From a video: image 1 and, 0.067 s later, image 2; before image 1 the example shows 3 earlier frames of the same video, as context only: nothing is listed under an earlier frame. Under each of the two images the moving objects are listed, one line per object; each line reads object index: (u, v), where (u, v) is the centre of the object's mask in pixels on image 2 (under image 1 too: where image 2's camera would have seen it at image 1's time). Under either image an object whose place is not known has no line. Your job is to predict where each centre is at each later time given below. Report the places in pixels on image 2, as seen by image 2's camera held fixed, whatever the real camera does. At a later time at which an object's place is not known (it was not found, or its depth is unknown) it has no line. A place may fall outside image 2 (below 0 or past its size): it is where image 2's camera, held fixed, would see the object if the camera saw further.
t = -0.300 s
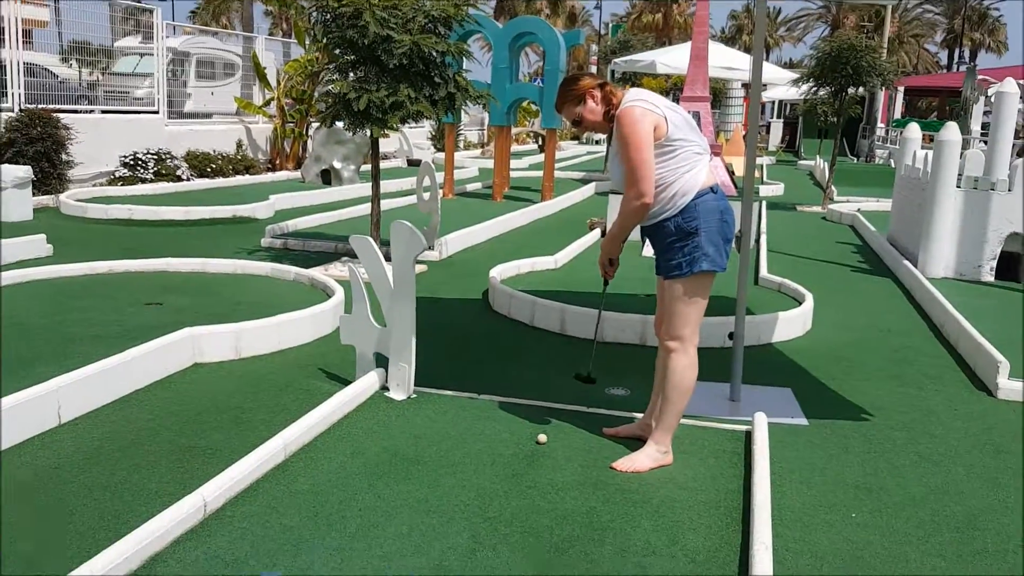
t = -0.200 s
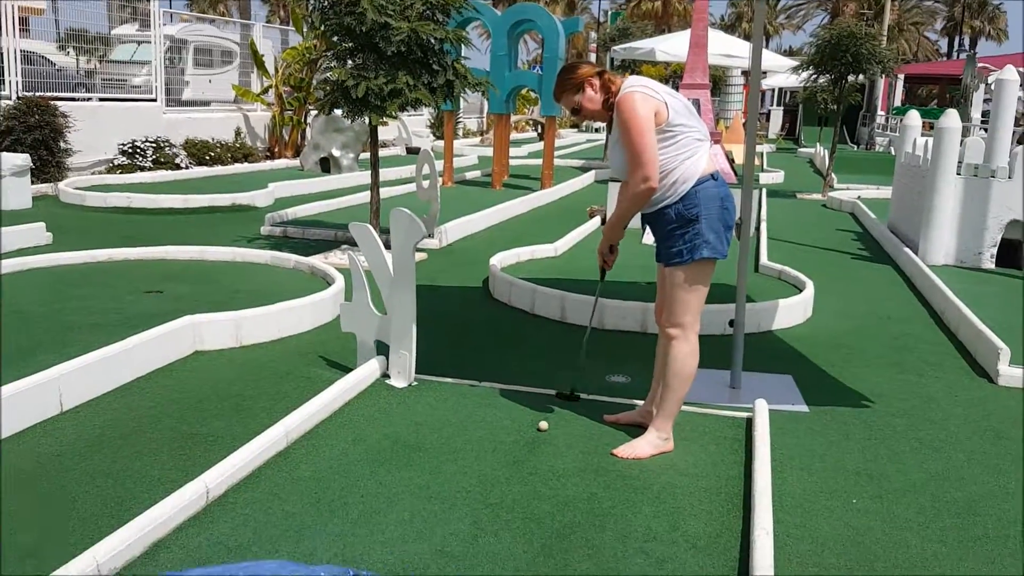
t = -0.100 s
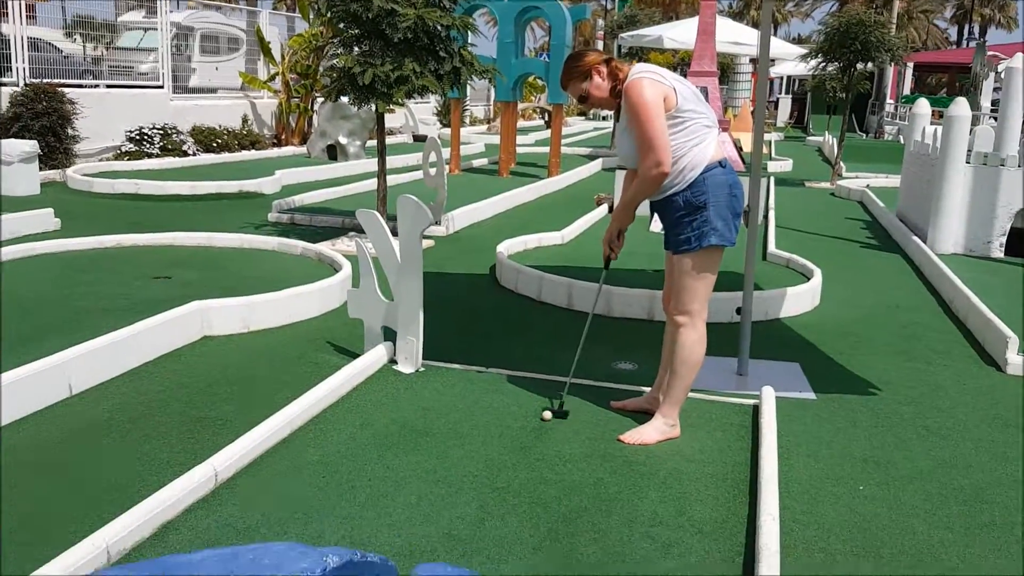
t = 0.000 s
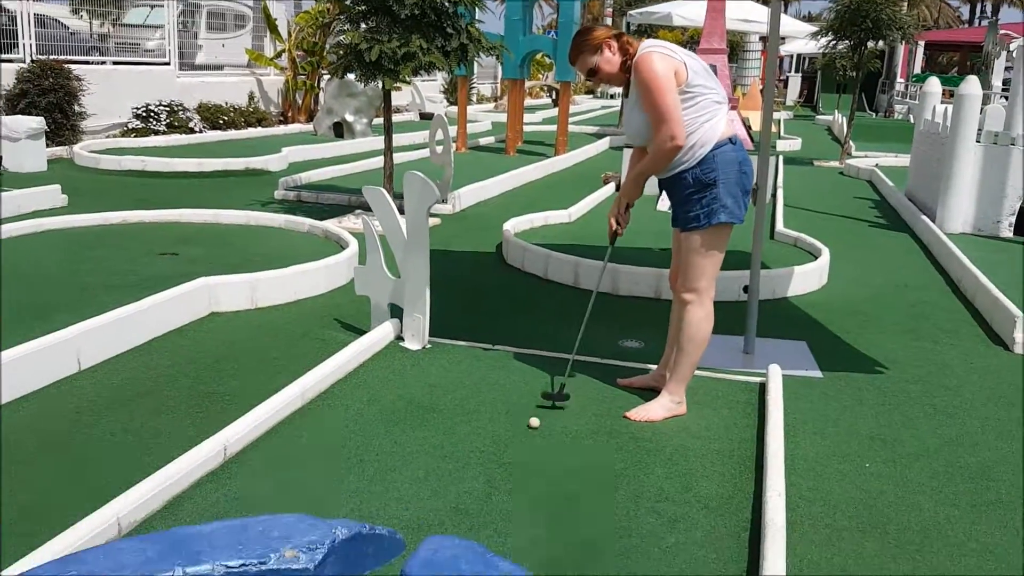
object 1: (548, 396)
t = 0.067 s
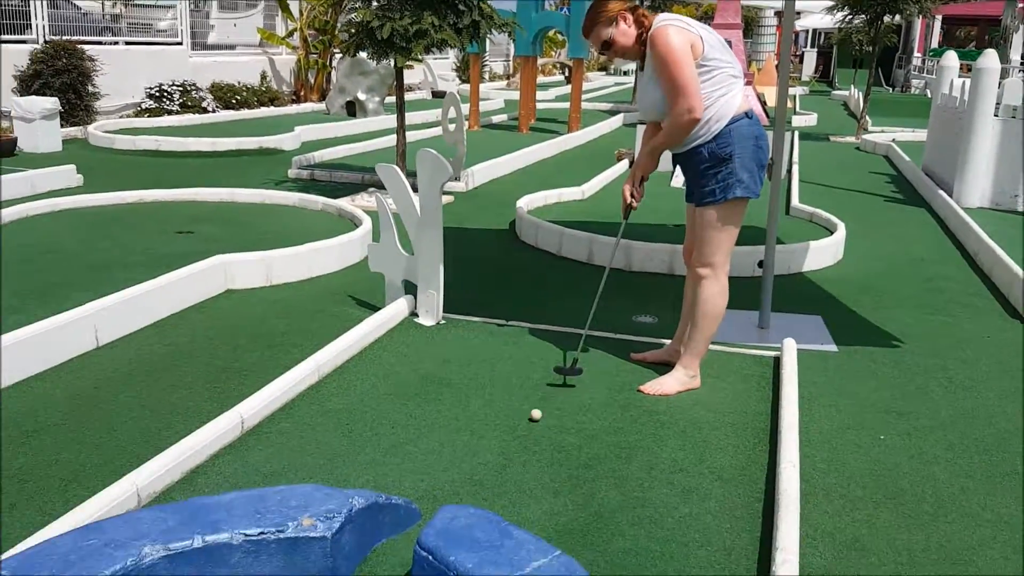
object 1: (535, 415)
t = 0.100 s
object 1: (529, 426)
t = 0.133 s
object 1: (523, 435)
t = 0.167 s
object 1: (516, 446)
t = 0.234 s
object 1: (502, 467)
